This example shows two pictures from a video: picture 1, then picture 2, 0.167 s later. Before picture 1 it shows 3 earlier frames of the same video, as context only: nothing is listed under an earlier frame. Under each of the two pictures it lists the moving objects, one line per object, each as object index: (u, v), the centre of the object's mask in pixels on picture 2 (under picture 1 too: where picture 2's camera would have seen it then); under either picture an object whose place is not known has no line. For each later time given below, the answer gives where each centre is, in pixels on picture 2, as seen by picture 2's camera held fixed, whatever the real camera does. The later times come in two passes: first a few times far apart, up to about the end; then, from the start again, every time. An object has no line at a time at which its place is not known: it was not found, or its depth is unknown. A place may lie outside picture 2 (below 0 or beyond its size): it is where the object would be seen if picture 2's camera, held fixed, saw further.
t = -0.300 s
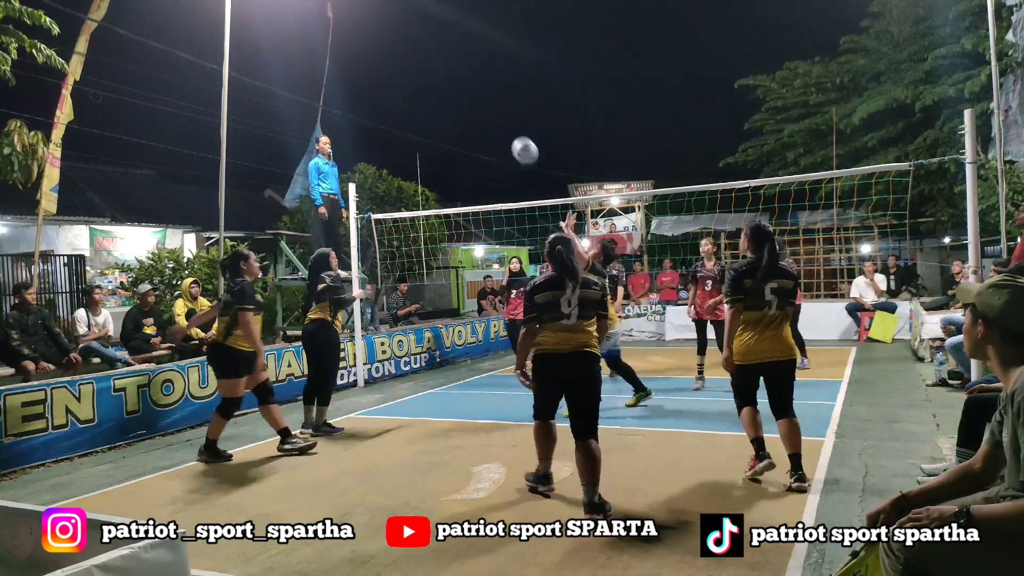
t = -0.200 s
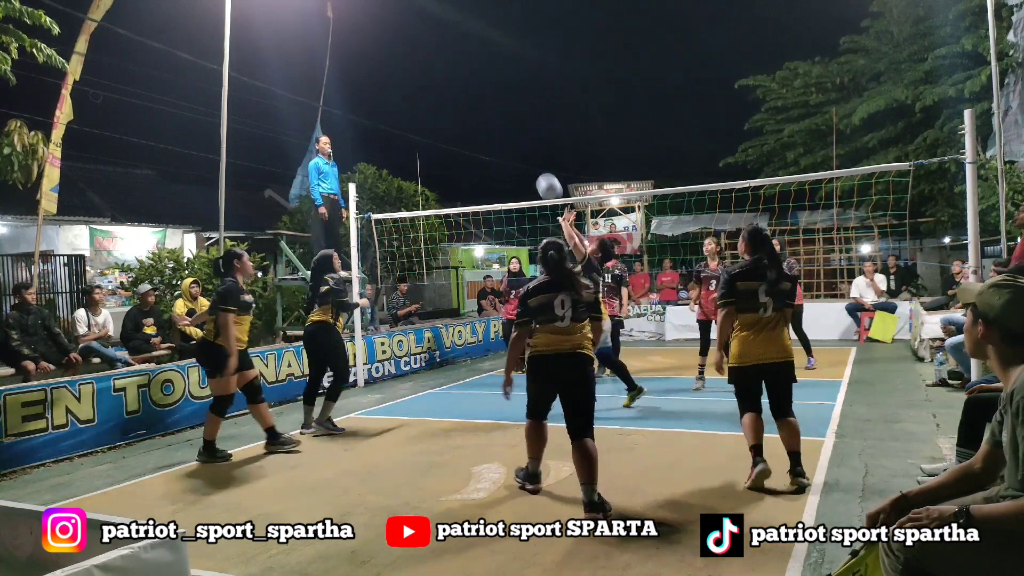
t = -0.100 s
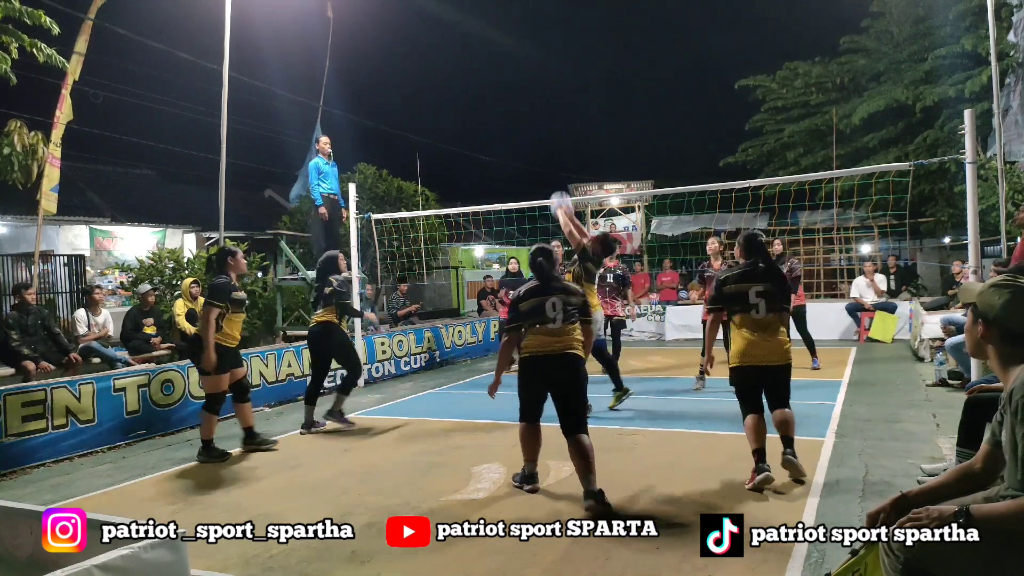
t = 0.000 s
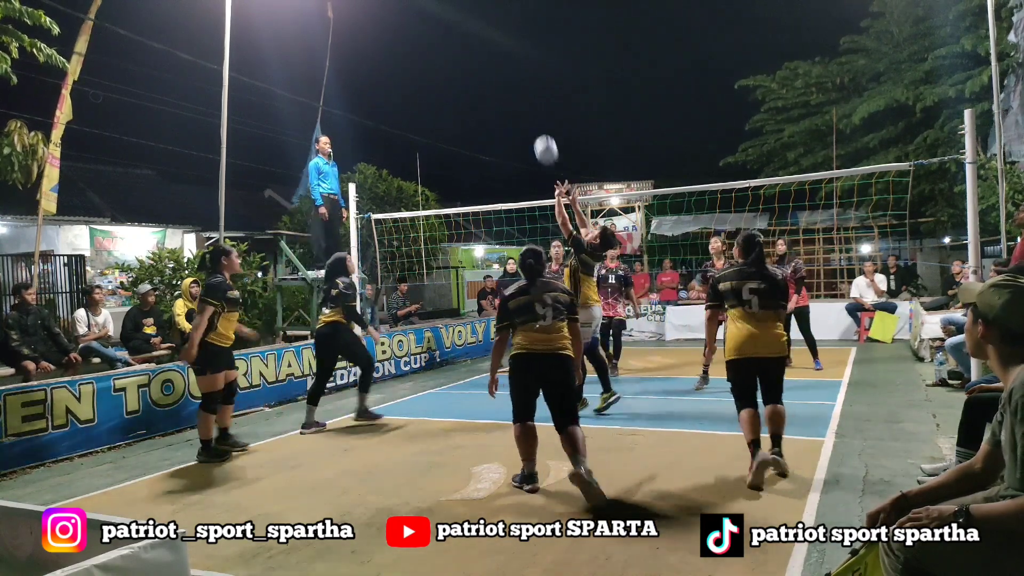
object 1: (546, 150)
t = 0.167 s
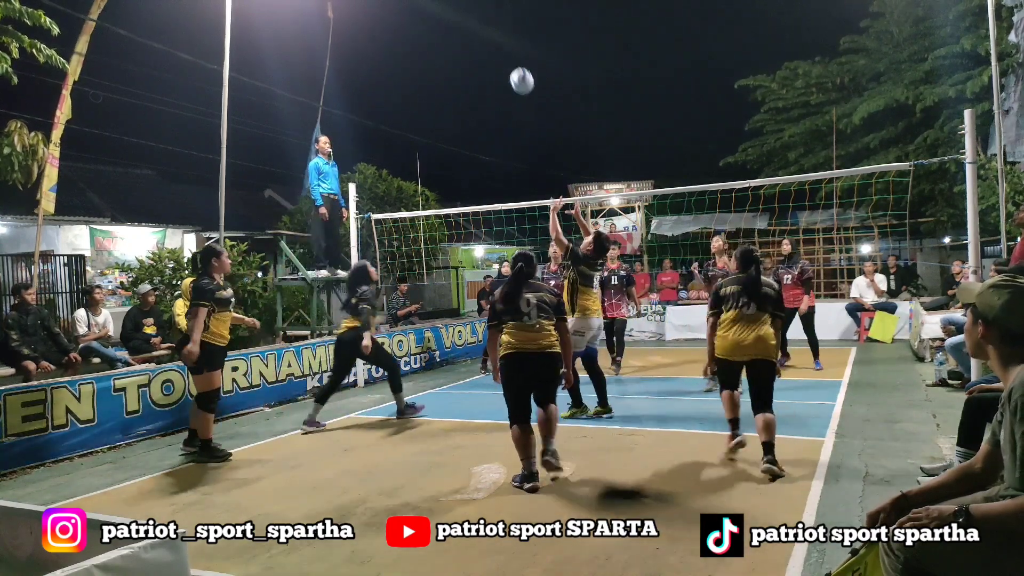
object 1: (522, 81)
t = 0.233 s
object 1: (513, 63)
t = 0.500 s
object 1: (479, 35)
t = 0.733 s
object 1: (455, 67)
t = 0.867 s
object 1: (444, 107)
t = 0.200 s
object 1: (517, 71)
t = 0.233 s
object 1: (513, 63)
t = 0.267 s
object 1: (508, 55)
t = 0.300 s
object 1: (503, 48)
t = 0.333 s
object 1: (499, 43)
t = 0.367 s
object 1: (495, 39)
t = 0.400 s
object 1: (491, 37)
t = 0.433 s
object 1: (487, 35)
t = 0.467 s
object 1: (483, 34)
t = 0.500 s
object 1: (479, 35)
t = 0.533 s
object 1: (475, 36)
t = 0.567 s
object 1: (471, 39)
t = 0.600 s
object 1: (468, 42)
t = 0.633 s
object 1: (465, 47)
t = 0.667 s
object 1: (461, 52)
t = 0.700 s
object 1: (458, 59)
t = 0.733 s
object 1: (455, 67)
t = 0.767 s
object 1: (452, 75)
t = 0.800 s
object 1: (449, 85)
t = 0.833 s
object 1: (446, 95)
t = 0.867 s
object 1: (444, 107)
